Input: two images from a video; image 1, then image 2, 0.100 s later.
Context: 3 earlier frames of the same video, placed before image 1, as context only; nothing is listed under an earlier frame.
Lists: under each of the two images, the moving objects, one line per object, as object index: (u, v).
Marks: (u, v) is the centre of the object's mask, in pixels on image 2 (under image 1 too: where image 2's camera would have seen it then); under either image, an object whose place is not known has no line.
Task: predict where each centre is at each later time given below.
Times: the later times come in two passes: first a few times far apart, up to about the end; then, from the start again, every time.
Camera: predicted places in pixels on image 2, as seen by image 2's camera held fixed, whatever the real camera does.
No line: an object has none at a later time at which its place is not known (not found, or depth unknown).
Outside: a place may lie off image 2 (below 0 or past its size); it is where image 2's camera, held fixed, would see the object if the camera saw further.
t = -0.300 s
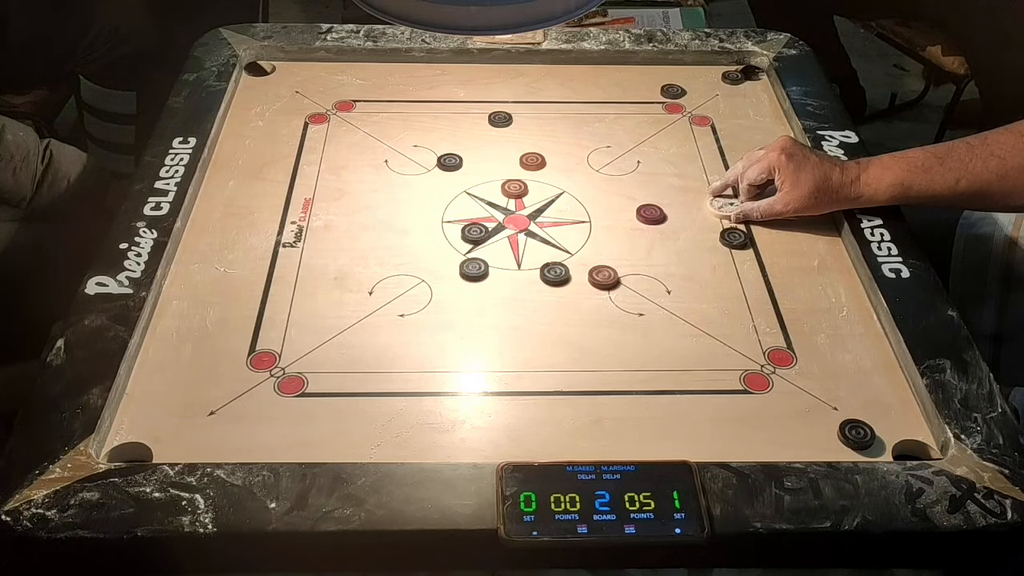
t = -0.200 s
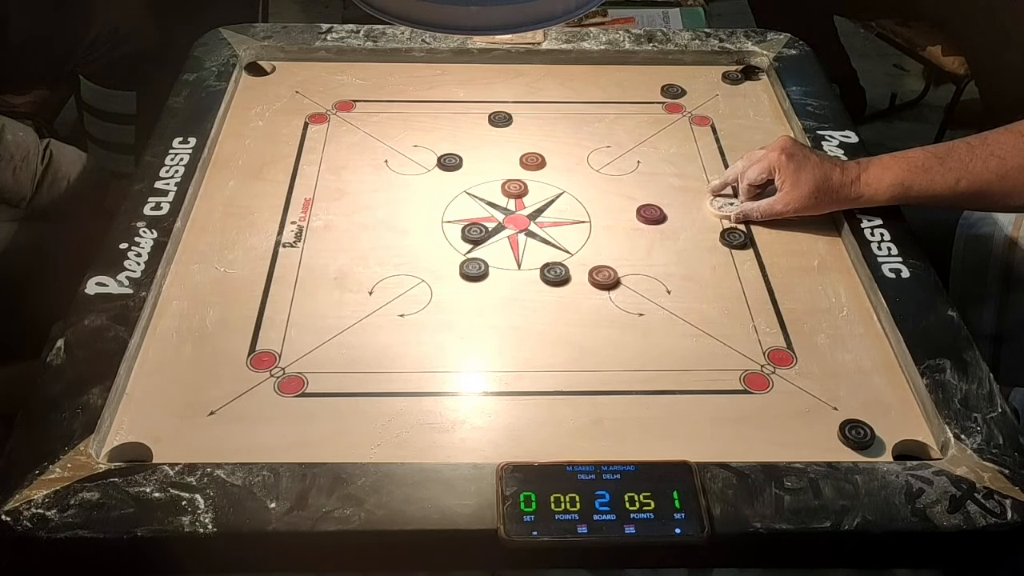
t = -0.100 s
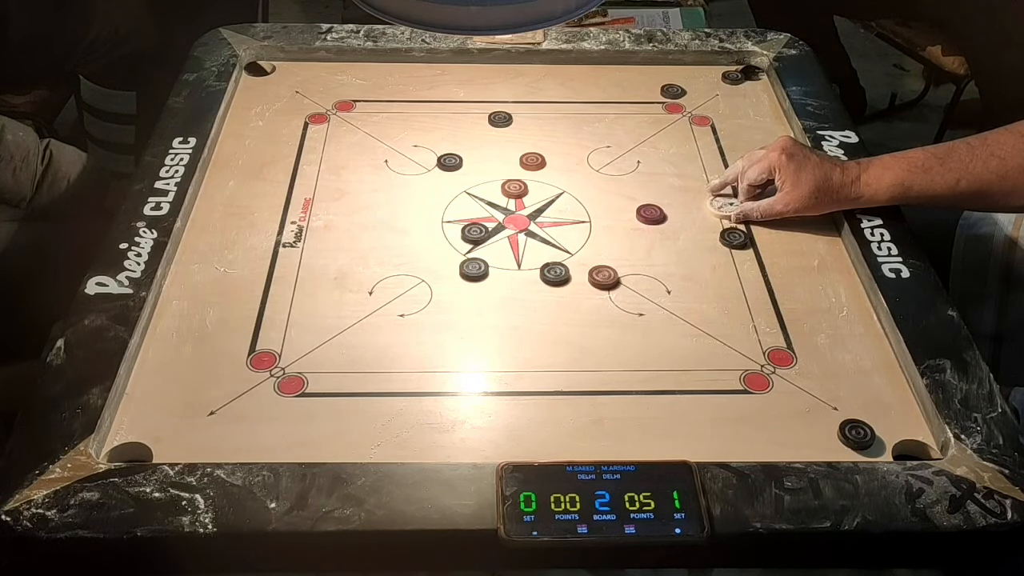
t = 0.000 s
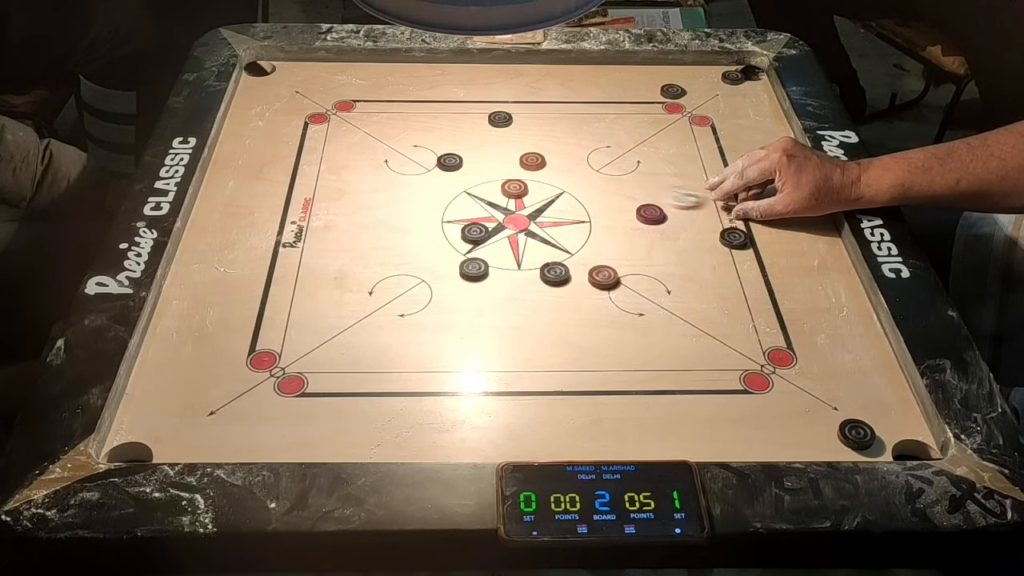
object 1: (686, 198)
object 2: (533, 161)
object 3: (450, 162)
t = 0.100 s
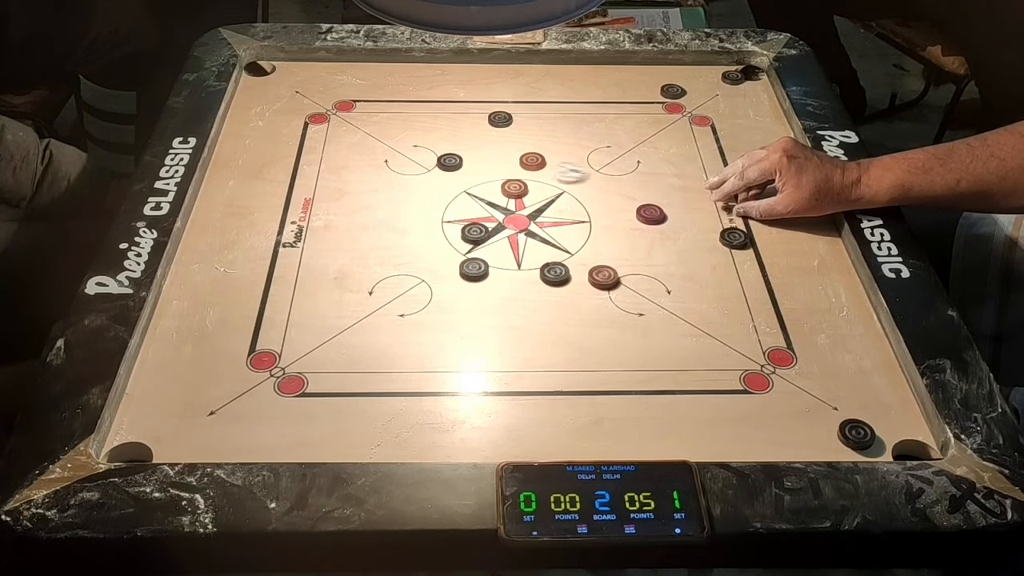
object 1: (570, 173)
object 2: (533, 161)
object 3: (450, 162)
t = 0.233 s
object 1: (499, 164)
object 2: (395, 117)
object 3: (450, 162)
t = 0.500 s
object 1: (463, 157)
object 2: (279, 62)
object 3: (383, 160)
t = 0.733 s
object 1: (463, 157)
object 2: (299, 75)
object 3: (373, 160)
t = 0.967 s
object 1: (463, 157)
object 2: (300, 75)
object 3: (373, 160)
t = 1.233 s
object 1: (463, 157)
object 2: (300, 75)
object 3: (373, 160)
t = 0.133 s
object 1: (546, 169)
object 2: (504, 152)
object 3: (450, 162)
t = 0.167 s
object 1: (530, 167)
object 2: (465, 139)
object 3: (450, 162)
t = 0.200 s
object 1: (513, 165)
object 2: (429, 128)
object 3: (450, 162)
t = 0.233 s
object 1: (499, 164)
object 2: (395, 117)
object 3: (450, 162)
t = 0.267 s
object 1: (486, 162)
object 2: (363, 106)
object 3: (450, 162)
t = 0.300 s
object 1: (477, 160)
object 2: (332, 96)
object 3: (443, 162)
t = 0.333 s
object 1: (472, 159)
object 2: (304, 87)
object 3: (430, 161)
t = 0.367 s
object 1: (468, 158)
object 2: (280, 80)
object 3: (417, 161)
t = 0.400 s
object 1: (465, 158)
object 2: (255, 71)
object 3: (407, 161)
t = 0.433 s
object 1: (464, 157)
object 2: (260, 68)
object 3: (397, 161)
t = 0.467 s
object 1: (463, 157)
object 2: (273, 60)
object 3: (390, 160)
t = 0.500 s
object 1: (463, 157)
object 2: (279, 62)
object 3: (383, 160)
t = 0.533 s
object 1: (463, 157)
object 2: (284, 68)
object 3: (378, 160)
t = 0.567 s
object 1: (463, 157)
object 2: (288, 67)
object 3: (375, 160)
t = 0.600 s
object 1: (463, 157)
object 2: (290, 71)
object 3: (373, 160)
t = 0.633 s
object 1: (463, 157)
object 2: (292, 71)
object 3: (373, 160)
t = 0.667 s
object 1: (463, 157)
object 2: (295, 74)
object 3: (373, 160)
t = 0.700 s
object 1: (463, 157)
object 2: (297, 74)
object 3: (373, 160)
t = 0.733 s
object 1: (463, 157)
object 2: (299, 75)
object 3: (373, 160)
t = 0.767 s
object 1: (463, 157)
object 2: (300, 75)
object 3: (373, 160)
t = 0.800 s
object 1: (463, 157)
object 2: (300, 75)
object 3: (373, 160)
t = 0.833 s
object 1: (463, 157)
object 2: (300, 75)
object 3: (373, 160)
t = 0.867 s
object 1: (463, 157)
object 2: (300, 75)
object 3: (373, 160)
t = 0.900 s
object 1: (463, 157)
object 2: (300, 75)
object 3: (373, 160)
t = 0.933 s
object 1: (463, 157)
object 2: (300, 75)
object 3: (373, 160)
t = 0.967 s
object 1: (463, 157)
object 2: (300, 75)
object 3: (373, 160)
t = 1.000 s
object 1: (463, 157)
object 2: (300, 75)
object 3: (373, 160)
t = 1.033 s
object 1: (463, 157)
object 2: (300, 75)
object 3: (373, 160)
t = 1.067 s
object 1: (463, 157)
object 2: (300, 75)
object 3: (373, 160)
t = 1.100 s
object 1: (463, 157)
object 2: (300, 75)
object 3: (373, 160)
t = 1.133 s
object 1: (463, 157)
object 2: (300, 75)
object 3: (373, 160)
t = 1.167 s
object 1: (463, 157)
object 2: (300, 75)
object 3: (373, 160)
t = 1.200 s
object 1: (463, 157)
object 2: (300, 75)
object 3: (373, 160)
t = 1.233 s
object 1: (463, 157)
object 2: (300, 75)
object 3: (373, 160)
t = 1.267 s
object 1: (463, 157)
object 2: (300, 75)
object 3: (373, 160)
